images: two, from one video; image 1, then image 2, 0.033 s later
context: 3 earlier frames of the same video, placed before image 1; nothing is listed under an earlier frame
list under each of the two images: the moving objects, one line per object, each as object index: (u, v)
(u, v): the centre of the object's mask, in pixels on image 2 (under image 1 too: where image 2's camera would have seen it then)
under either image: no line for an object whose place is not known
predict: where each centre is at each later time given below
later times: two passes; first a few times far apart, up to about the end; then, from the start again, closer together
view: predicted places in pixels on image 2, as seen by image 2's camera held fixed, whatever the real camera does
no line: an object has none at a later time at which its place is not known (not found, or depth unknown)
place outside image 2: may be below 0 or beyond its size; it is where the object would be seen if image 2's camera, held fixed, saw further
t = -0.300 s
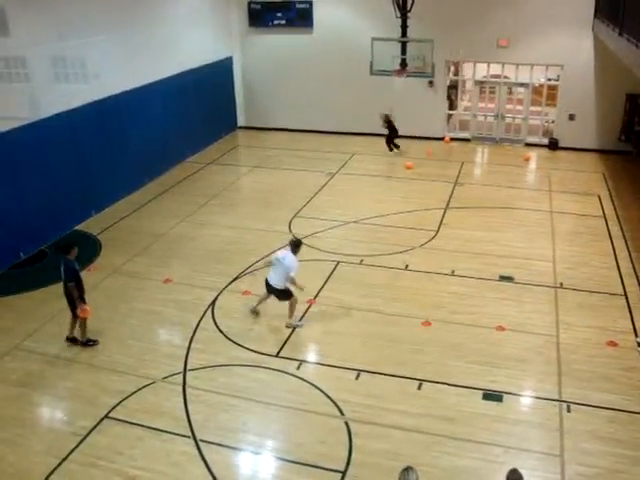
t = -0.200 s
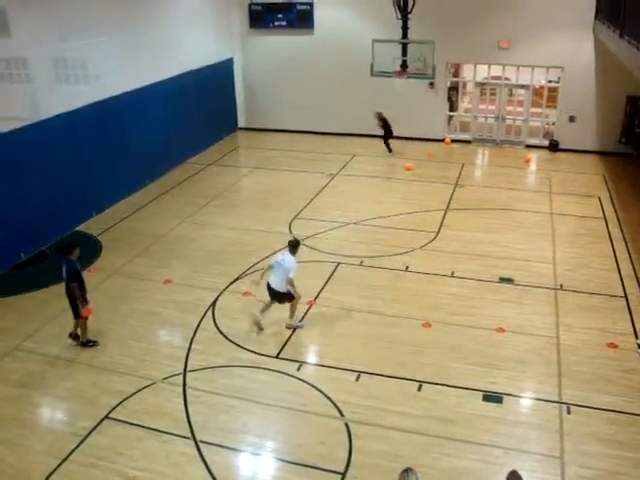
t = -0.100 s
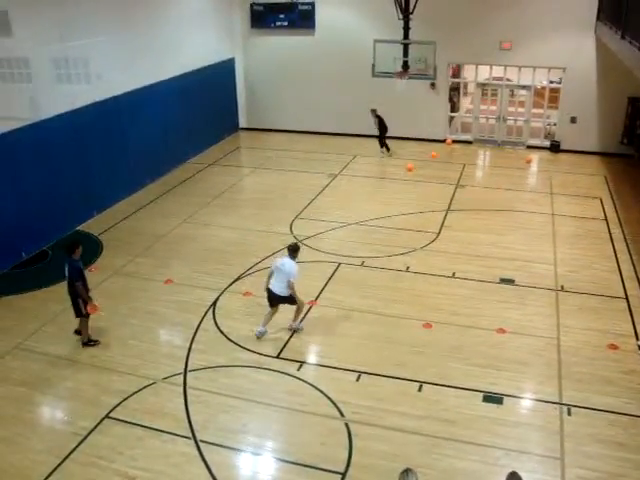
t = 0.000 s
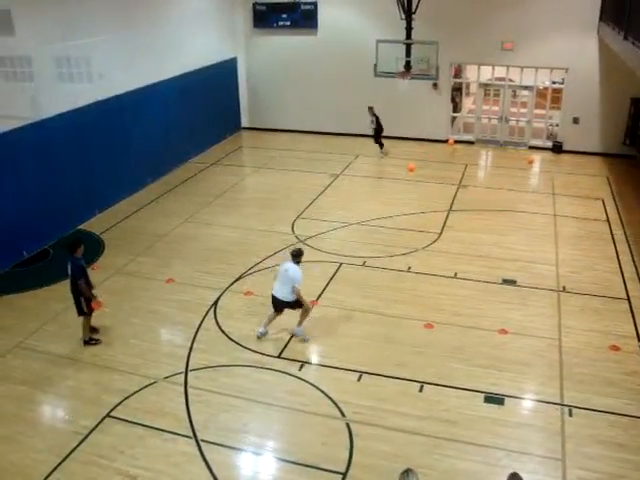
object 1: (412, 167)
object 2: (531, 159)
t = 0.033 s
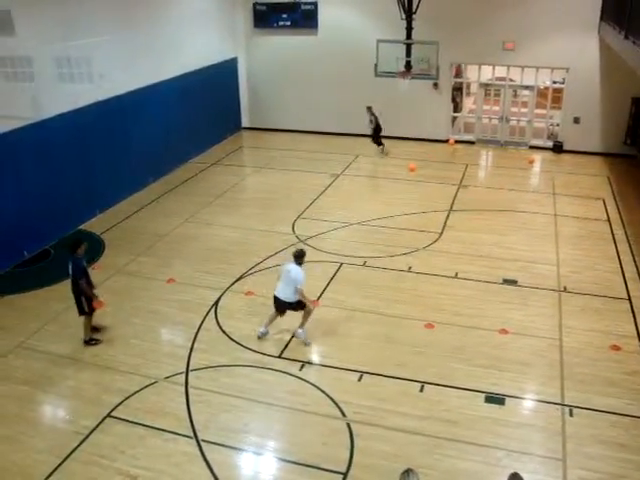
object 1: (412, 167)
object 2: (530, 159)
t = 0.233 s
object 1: (413, 167)
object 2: (532, 159)
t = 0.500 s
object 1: (412, 167)
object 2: (532, 159)
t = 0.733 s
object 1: (414, 167)
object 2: (533, 159)
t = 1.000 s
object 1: (413, 167)
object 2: (532, 160)
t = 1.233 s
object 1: (414, 167)
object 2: (532, 159)
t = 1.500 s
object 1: (413, 167)
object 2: (533, 160)
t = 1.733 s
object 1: (416, 167)
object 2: (532, 159)
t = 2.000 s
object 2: (523, 155)
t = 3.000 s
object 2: (524, 157)
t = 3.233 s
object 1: (405, 165)
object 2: (526, 158)
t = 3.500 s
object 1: (407, 163)
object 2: (527, 157)
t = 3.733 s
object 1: (411, 163)
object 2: (530, 157)
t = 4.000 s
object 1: (414, 164)
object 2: (534, 157)
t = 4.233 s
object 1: (416, 164)
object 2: (534, 156)
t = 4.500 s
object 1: (414, 163)
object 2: (534, 155)
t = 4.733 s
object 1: (414, 163)
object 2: (533, 156)
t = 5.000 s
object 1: (413, 164)
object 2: (532, 156)
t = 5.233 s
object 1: (413, 163)
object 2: (532, 157)
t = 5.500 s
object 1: (412, 163)
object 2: (532, 157)
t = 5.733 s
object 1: (413, 164)
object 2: (532, 157)
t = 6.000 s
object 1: (414, 164)
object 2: (533, 157)
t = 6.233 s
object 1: (413, 164)
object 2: (533, 156)
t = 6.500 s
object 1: (413, 164)
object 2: (533, 157)
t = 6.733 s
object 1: (413, 164)
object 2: (533, 157)
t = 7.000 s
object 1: (414, 165)
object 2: (533, 158)
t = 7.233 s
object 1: (414, 165)
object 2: (533, 158)
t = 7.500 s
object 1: (413, 165)
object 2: (532, 158)
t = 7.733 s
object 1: (413, 165)
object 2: (532, 158)
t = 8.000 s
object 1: (413, 165)
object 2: (532, 158)
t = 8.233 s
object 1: (414, 166)
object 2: (533, 158)
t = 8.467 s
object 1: (413, 166)
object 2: (532, 159)
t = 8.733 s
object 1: (413, 165)
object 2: (532, 158)
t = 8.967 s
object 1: (414, 166)
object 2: (533, 158)
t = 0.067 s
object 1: (411, 167)
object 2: (530, 160)
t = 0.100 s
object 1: (412, 167)
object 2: (531, 159)
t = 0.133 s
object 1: (412, 167)
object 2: (531, 159)
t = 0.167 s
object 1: (413, 167)
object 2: (531, 159)
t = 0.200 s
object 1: (413, 167)
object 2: (532, 159)
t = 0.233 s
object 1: (413, 167)
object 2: (532, 159)
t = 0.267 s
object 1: (413, 168)
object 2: (532, 160)
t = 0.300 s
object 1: (413, 168)
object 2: (532, 160)
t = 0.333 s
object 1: (413, 168)
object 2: (531, 160)
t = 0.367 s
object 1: (414, 167)
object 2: (532, 160)
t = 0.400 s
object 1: (413, 168)
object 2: (532, 160)
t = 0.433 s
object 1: (413, 167)
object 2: (532, 160)
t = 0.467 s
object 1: (413, 167)
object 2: (532, 160)
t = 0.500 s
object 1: (412, 167)
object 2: (532, 159)
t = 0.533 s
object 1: (414, 167)
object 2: (532, 159)
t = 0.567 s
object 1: (414, 167)
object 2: (532, 159)
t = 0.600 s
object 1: (413, 167)
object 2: (532, 159)
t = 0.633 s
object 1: (413, 167)
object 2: (532, 160)
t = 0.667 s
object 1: (415, 167)
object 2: (533, 160)
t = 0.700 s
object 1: (414, 167)
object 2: (533, 159)
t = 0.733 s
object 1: (414, 167)
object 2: (533, 159)
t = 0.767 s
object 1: (414, 167)
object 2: (533, 159)
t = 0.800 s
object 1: (414, 167)
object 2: (533, 159)
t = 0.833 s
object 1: (414, 167)
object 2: (533, 160)
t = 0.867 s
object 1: (413, 167)
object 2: (533, 160)
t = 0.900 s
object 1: (414, 167)
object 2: (532, 160)
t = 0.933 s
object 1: (414, 167)
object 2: (532, 159)
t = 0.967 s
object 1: (413, 167)
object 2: (532, 160)
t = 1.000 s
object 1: (413, 167)
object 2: (532, 160)
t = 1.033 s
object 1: (412, 167)
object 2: (532, 160)
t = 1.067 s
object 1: (412, 167)
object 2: (532, 160)
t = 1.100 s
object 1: (414, 167)
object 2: (532, 160)
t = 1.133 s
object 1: (414, 167)
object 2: (532, 160)
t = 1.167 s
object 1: (414, 167)
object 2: (532, 159)
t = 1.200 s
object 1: (414, 167)
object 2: (532, 159)
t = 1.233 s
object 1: (414, 167)
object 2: (532, 159)
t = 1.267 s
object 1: (414, 167)
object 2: (532, 160)
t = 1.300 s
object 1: (414, 167)
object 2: (532, 160)
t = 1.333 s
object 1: (414, 167)
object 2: (533, 160)
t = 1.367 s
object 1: (415, 167)
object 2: (533, 159)
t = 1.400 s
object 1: (415, 167)
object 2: (533, 160)
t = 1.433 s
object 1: (414, 167)
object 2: (533, 159)
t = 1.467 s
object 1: (414, 167)
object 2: (533, 160)
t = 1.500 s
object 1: (413, 167)
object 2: (533, 160)
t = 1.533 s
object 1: (414, 167)
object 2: (533, 160)
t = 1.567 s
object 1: (413, 167)
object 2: (533, 160)
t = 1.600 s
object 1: (414, 167)
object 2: (532, 159)
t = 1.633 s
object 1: (414, 167)
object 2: (532, 160)
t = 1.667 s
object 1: (415, 167)
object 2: (533, 160)
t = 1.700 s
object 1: (416, 167)
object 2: (532, 159)
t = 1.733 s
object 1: (416, 167)
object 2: (532, 159)
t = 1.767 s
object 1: (412, 167)
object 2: (531, 159)
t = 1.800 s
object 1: (411, 167)
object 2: (530, 159)
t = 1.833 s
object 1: (409, 167)
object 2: (528, 158)
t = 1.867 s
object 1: (409, 166)
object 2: (527, 158)
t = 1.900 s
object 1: (408, 166)
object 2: (526, 157)
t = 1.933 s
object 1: (408, 165)
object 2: (525, 157)
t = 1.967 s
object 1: (407, 165)
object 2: (525, 156)
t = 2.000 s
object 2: (523, 155)
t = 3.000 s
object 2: (524, 157)
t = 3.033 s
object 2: (524, 157)
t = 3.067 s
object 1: (405, 165)
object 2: (525, 158)
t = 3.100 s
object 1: (405, 165)
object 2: (525, 157)
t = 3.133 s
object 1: (405, 165)
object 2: (526, 157)
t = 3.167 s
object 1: (405, 165)
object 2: (526, 157)
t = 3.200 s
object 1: (405, 165)
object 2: (526, 158)
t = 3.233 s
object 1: (405, 165)
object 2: (526, 158)
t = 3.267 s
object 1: (406, 165)
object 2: (526, 158)
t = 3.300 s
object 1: (405, 165)
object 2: (526, 157)
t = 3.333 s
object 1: (406, 164)
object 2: (526, 157)
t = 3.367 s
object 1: (406, 164)
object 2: (526, 157)
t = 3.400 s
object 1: (407, 164)
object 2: (527, 157)
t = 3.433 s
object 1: (407, 164)
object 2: (527, 157)
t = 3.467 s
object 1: (407, 164)
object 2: (527, 157)
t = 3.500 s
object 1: (407, 163)
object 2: (527, 157)
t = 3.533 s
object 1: (408, 163)
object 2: (528, 156)
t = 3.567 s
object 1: (409, 163)
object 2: (529, 156)
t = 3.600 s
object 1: (409, 163)
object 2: (529, 156)
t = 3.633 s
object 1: (409, 163)
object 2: (529, 157)
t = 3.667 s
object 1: (410, 163)
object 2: (530, 157)
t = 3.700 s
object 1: (412, 164)
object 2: (531, 156)
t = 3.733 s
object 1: (411, 163)
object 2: (530, 157)
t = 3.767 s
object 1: (412, 164)
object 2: (531, 157)
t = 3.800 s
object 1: (412, 164)
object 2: (531, 157)
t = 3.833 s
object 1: (413, 164)
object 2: (532, 156)
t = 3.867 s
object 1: (412, 164)
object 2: (533, 156)
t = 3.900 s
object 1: (413, 164)
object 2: (533, 157)
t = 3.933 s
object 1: (413, 165)
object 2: (533, 157)
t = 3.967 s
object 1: (414, 165)
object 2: (534, 157)
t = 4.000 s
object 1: (414, 164)
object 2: (534, 157)
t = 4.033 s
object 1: (415, 165)
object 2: (534, 157)
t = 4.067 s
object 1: (415, 164)
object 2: (534, 157)
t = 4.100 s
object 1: (415, 164)
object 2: (534, 156)
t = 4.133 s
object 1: (415, 164)
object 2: (534, 157)
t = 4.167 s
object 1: (416, 164)
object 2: (534, 156)
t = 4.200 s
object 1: (416, 164)
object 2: (535, 156)
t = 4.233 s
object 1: (416, 164)
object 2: (534, 156)
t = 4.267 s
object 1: (415, 164)
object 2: (534, 156)
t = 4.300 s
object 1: (416, 163)
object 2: (534, 156)
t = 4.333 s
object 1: (416, 163)
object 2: (534, 155)
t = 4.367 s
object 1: (415, 163)
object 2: (534, 156)
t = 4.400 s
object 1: (414, 163)
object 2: (534, 155)
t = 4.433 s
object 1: (415, 163)
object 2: (534, 155)
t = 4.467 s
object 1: (414, 163)
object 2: (534, 156)
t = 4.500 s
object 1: (414, 163)
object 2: (534, 155)
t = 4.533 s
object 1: (414, 163)
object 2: (533, 155)
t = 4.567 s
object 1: (414, 163)
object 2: (533, 155)
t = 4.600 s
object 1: (414, 163)
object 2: (533, 156)
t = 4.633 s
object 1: (414, 163)
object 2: (533, 156)
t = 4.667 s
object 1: (414, 163)
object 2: (533, 156)
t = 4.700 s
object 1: (414, 163)
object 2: (533, 156)
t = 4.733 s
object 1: (414, 163)
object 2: (533, 156)
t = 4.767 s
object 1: (414, 163)
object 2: (533, 156)
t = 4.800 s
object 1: (414, 163)
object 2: (533, 156)
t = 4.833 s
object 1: (414, 163)
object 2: (533, 156)
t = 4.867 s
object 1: (413, 164)
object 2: (533, 156)
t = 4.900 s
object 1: (413, 163)
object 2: (533, 156)
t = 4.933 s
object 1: (413, 164)
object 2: (532, 156)
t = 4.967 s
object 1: (413, 163)
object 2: (532, 156)
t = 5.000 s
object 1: (413, 164)
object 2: (532, 156)
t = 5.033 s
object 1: (413, 164)
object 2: (532, 157)
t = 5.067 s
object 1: (413, 164)
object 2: (532, 157)
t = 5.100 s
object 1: (413, 164)
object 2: (532, 157)
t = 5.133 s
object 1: (413, 164)
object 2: (532, 157)
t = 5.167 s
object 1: (412, 163)
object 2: (532, 157)
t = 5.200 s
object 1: (412, 163)
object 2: (532, 157)
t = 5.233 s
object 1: (413, 163)
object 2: (532, 157)
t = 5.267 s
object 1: (413, 163)
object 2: (532, 157)
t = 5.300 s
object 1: (413, 163)
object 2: (532, 157)
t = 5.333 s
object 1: (413, 163)
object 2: (532, 157)
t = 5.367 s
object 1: (413, 163)
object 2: (532, 157)
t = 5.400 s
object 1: (412, 163)
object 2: (532, 157)
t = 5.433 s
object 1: (412, 163)
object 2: (532, 156)
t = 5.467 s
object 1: (412, 163)
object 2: (532, 157)
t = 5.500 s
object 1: (412, 163)
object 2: (532, 157)
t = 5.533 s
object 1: (412, 163)
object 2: (532, 157)
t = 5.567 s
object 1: (412, 164)
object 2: (531, 157)
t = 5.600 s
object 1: (412, 164)
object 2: (532, 157)
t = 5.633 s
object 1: (413, 164)
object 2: (532, 157)
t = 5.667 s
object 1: (412, 164)
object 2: (532, 157)
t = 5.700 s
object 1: (413, 164)
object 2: (532, 157)
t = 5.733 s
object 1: (413, 164)
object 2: (532, 157)
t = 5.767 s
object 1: (413, 164)
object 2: (532, 157)
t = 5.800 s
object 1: (413, 164)
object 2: (533, 157)
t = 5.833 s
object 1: (413, 164)
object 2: (533, 157)
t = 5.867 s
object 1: (414, 164)
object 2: (533, 157)
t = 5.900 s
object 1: (414, 164)
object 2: (533, 157)
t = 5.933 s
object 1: (414, 164)
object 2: (533, 157)
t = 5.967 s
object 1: (414, 164)
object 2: (533, 157)
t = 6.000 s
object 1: (414, 164)
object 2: (533, 157)
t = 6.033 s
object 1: (413, 164)
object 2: (533, 157)
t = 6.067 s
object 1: (413, 164)
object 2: (533, 157)
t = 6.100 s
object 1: (413, 164)
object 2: (533, 156)
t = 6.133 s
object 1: (413, 164)
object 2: (533, 157)
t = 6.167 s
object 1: (413, 164)
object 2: (533, 156)
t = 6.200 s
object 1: (413, 164)
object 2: (533, 157)
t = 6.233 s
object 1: (413, 164)
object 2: (533, 156)
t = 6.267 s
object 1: (413, 164)
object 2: (533, 156)
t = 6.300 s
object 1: (413, 164)
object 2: (533, 156)
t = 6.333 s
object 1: (413, 164)
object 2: (533, 157)
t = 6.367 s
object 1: (413, 164)
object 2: (533, 157)
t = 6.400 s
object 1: (413, 164)
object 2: (533, 157)
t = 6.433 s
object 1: (413, 164)
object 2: (533, 156)
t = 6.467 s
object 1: (413, 164)
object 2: (533, 157)
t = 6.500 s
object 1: (413, 164)
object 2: (533, 157)
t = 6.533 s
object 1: (413, 164)
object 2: (534, 156)
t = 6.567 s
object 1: (413, 164)
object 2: (534, 156)
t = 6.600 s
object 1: (414, 163)
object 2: (533, 156)
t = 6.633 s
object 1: (413, 163)
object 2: (533, 156)
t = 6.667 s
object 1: (413, 164)
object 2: (533, 156)
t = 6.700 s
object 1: (413, 164)
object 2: (533, 157)
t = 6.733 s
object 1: (413, 164)
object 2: (533, 157)
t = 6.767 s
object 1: (413, 164)
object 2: (533, 157)
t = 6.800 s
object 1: (414, 165)
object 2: (533, 157)
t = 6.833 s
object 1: (414, 165)
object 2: (533, 157)
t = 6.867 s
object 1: (414, 164)
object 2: (533, 158)
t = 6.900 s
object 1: (414, 165)
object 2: (533, 158)
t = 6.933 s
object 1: (414, 165)
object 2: (533, 158)
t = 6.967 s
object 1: (414, 165)
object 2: (533, 158)
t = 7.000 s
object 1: (414, 165)
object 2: (533, 158)
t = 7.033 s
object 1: (414, 165)
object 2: (533, 158)
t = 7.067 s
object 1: (414, 165)
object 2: (534, 158)
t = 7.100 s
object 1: (414, 165)
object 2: (533, 158)
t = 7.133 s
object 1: (414, 165)
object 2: (533, 158)
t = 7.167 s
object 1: (414, 165)
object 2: (533, 158)
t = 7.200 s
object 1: (414, 165)
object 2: (533, 158)
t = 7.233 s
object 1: (414, 165)
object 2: (533, 158)
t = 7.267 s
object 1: (414, 164)
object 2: (533, 158)
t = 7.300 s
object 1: (413, 165)
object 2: (533, 158)
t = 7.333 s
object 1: (413, 164)
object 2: (532, 158)
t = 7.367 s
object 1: (414, 165)
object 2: (532, 158)
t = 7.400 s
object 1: (413, 165)
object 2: (532, 158)
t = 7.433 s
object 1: (413, 165)
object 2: (532, 158)
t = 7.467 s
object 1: (413, 165)
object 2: (532, 158)
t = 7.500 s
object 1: (413, 165)
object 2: (532, 158)
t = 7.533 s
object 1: (413, 165)
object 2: (532, 158)
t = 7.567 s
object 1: (413, 165)
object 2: (532, 158)
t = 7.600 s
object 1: (413, 165)
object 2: (532, 158)
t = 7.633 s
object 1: (414, 165)
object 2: (532, 158)
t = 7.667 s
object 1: (413, 165)
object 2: (532, 158)
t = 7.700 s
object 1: (413, 165)
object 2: (532, 158)
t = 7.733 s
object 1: (413, 165)
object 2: (532, 158)
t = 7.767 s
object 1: (414, 165)
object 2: (532, 158)
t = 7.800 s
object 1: (414, 165)
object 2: (532, 158)
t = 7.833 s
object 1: (414, 165)
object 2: (532, 158)
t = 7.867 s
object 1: (413, 166)
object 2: (532, 158)
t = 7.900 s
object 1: (413, 165)
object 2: (532, 158)
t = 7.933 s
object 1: (414, 165)
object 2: (533, 158)
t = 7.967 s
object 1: (413, 165)
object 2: (533, 158)
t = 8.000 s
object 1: (413, 165)
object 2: (532, 158)
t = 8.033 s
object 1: (413, 165)
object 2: (532, 158)
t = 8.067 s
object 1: (413, 166)
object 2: (532, 158)
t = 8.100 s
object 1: (414, 165)
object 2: (533, 158)
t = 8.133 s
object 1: (411, 165)
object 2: (533, 158)
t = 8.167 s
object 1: (414, 165)
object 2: (533, 158)
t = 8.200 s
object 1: (414, 165)
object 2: (533, 158)
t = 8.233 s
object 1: (414, 166)
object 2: (533, 158)
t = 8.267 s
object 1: (413, 165)
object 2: (533, 158)
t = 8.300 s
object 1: (414, 166)
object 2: (533, 158)
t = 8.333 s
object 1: (413, 166)
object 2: (533, 158)
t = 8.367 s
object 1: (413, 166)
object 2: (533, 158)
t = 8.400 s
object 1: (413, 166)
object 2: (533, 158)
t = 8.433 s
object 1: (413, 166)
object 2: (532, 159)
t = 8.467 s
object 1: (413, 166)
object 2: (532, 159)
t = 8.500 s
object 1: (412, 166)
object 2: (532, 159)
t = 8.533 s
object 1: (412, 166)
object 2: (532, 159)
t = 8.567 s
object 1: (412, 166)
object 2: (533, 159)
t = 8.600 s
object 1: (413, 166)
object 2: (532, 159)
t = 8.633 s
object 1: (414, 166)
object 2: (533, 159)
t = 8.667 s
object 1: (413, 166)
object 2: (533, 158)
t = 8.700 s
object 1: (414, 165)
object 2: (533, 158)
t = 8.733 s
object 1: (413, 165)
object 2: (532, 158)
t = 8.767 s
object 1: (413, 165)
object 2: (532, 158)
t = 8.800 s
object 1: (413, 165)
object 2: (533, 158)
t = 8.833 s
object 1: (413, 165)
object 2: (533, 158)
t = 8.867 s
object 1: (413, 165)
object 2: (533, 158)
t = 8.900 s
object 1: (414, 165)
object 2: (533, 159)
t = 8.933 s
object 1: (414, 165)
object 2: (533, 158)
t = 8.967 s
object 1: (414, 166)
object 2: (533, 158)
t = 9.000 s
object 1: (414, 165)
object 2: (533, 158)
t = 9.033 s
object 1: (414, 166)
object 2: (533, 158)
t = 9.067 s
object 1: (414, 166)
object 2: (533, 158)
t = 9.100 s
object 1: (414, 165)
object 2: (533, 158)
